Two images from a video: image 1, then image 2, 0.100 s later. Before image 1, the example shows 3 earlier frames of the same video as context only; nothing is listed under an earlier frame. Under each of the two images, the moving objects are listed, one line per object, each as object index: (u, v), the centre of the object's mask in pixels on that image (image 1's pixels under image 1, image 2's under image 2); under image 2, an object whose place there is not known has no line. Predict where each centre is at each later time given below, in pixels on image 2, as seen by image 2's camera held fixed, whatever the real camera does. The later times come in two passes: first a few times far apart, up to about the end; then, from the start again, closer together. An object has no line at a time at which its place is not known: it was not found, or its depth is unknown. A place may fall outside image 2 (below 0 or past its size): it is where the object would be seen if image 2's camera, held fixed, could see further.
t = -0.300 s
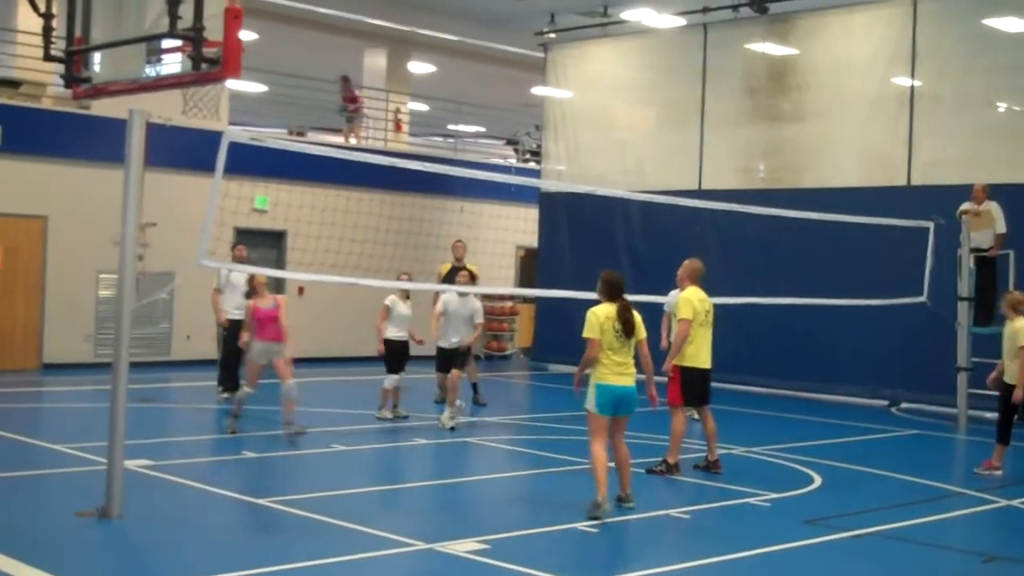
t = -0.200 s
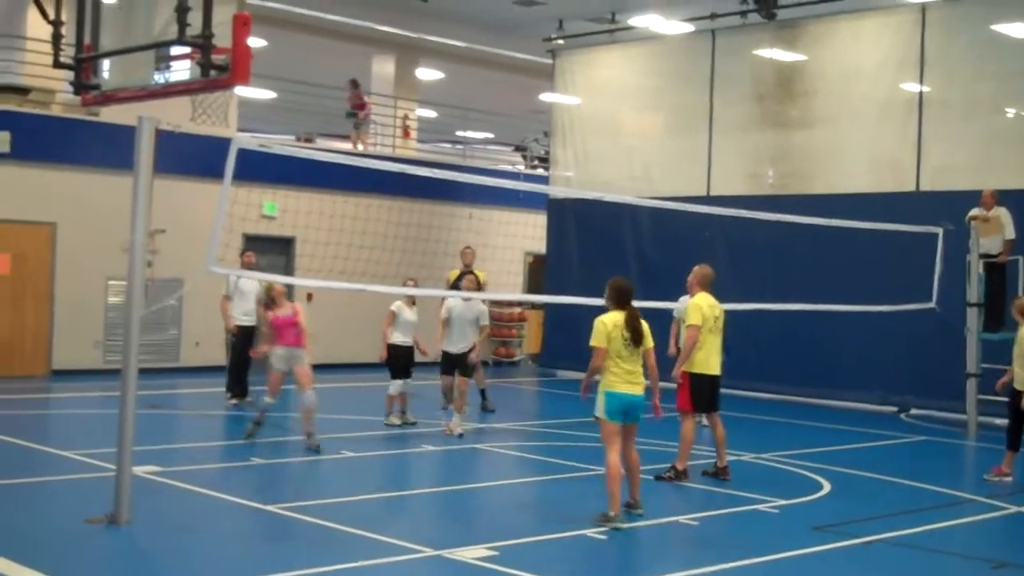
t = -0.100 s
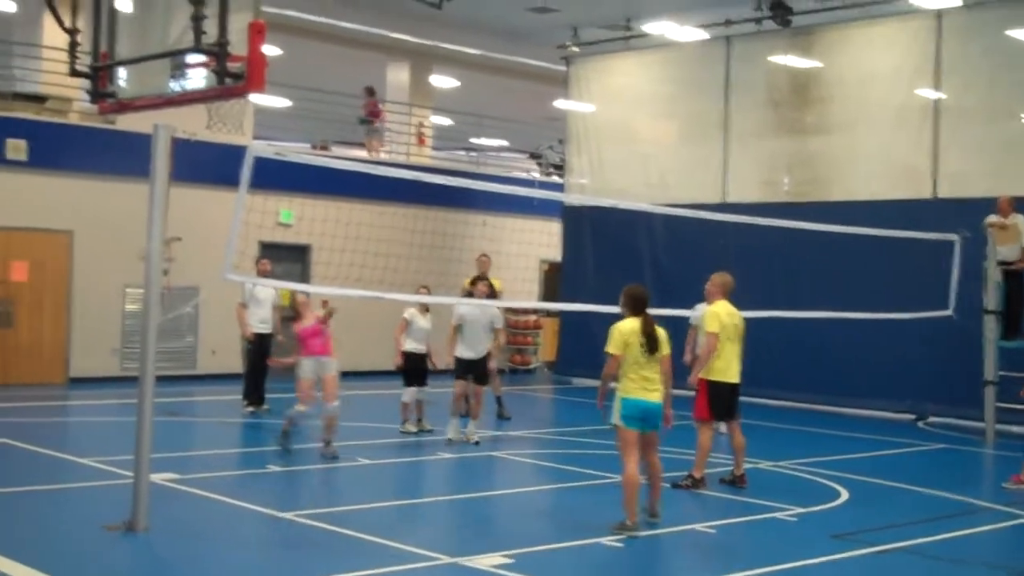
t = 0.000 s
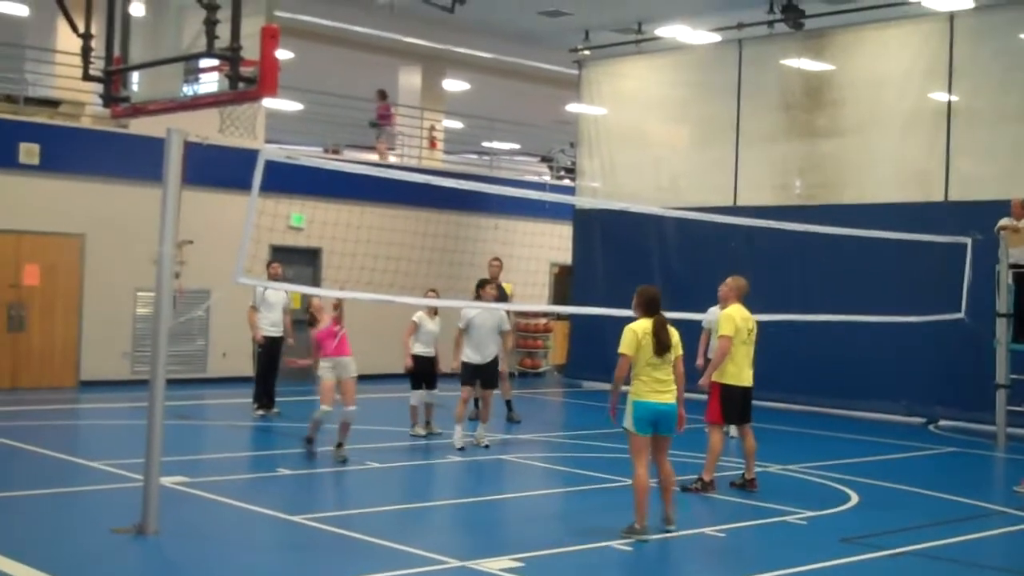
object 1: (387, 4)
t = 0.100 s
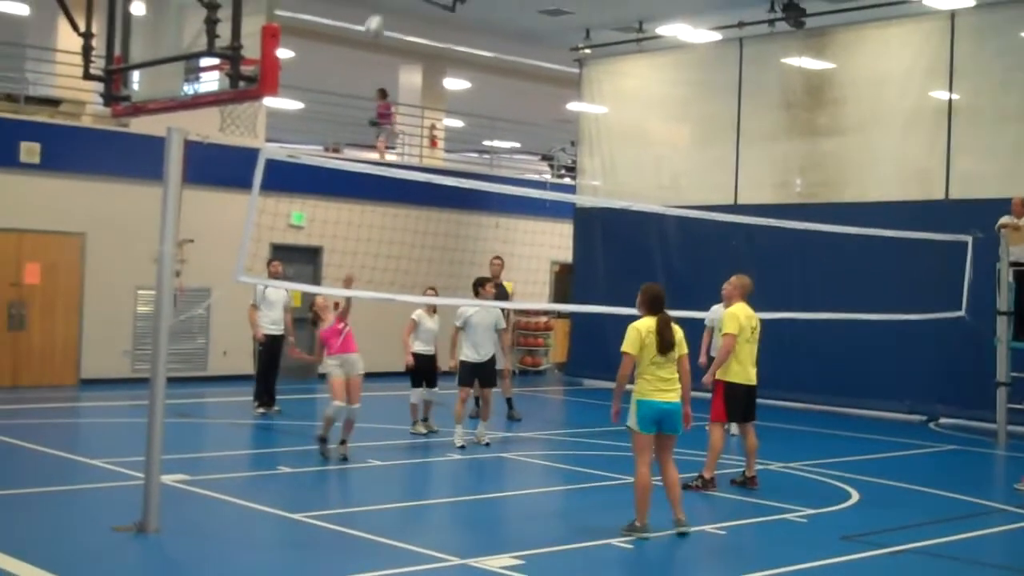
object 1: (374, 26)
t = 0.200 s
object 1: (357, 72)
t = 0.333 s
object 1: (333, 142)
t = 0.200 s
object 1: (357, 72)
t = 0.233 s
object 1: (351, 87)
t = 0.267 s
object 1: (345, 101)
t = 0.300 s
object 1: (338, 125)
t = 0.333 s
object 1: (333, 142)
